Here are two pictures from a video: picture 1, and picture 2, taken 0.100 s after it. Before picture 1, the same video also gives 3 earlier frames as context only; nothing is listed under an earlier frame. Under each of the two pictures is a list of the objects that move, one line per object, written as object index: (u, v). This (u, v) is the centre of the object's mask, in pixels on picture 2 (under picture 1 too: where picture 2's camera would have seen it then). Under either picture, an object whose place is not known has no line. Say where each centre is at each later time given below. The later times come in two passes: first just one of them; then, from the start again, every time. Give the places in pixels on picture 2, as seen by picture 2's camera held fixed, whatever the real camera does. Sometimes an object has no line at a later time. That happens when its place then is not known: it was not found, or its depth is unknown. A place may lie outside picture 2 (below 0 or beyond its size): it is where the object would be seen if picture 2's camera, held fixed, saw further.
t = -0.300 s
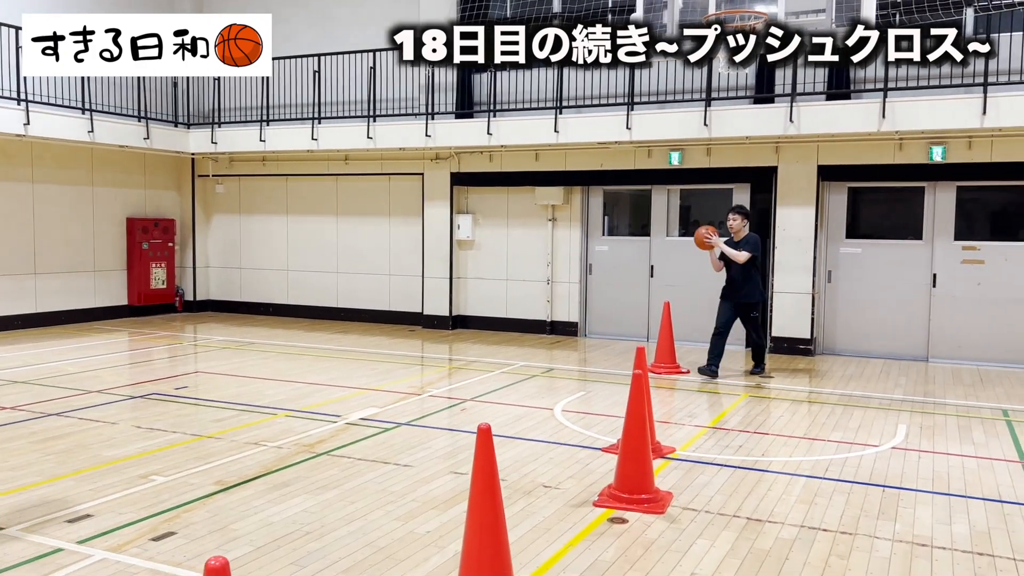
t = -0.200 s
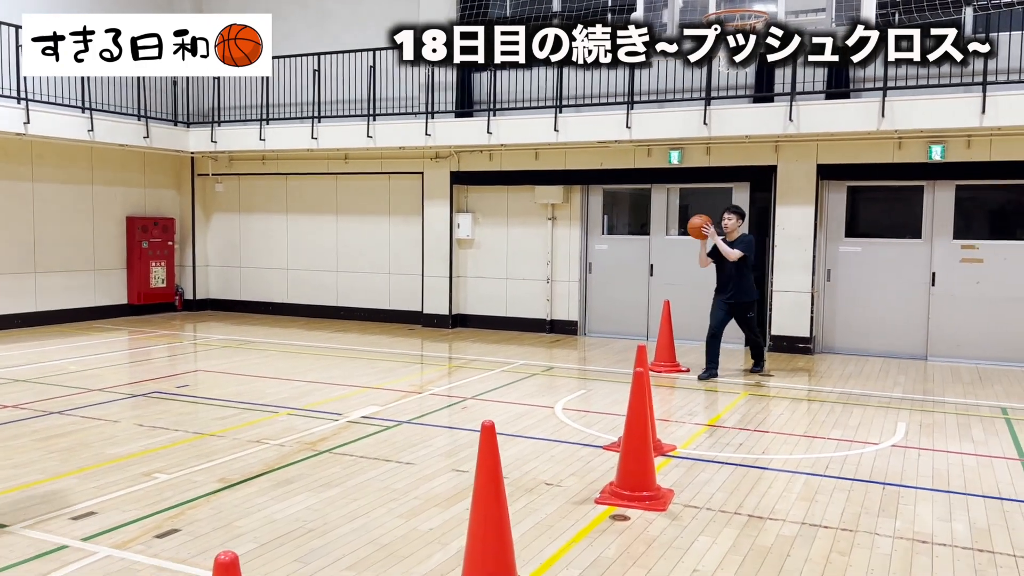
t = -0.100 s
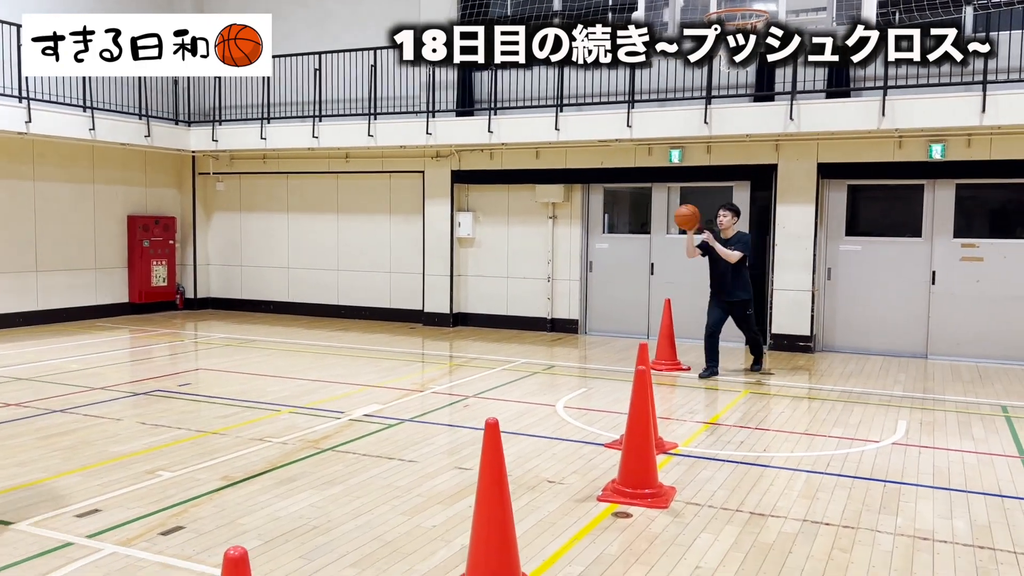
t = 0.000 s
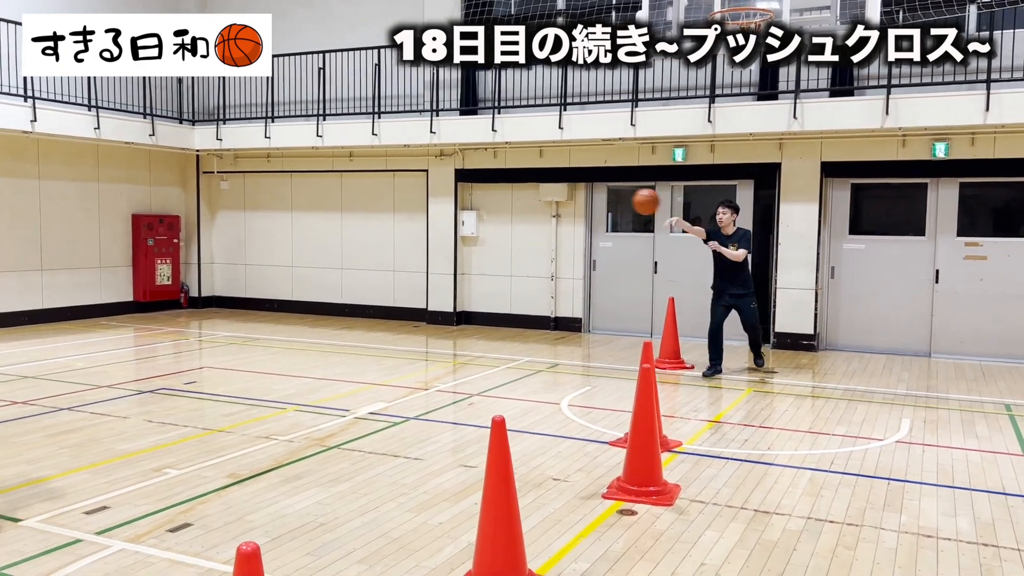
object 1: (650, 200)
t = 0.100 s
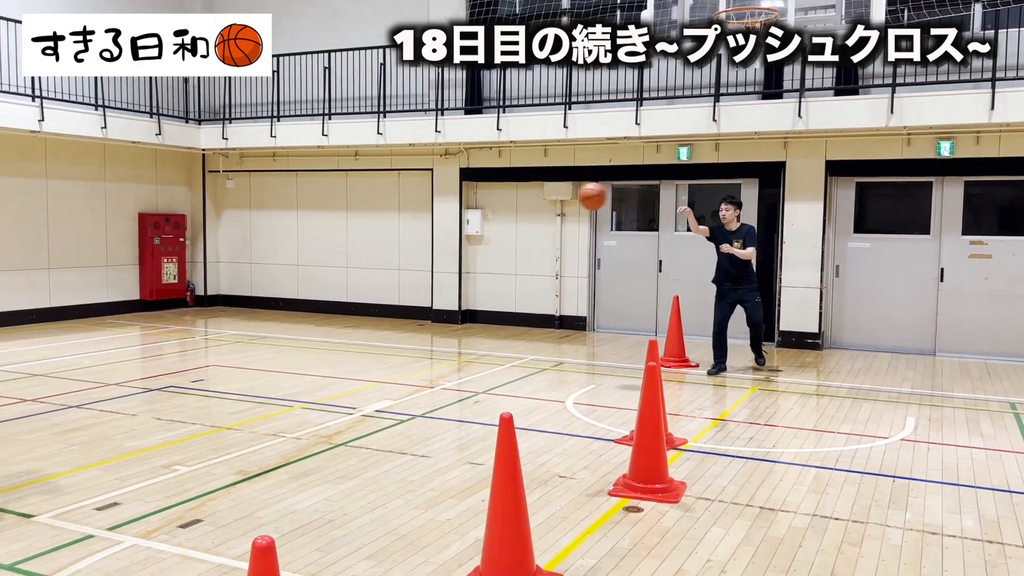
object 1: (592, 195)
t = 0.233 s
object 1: (507, 208)
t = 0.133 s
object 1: (572, 197)
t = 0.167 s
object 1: (552, 199)
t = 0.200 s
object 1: (529, 203)
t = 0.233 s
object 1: (507, 208)
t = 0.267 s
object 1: (484, 214)
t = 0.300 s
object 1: (458, 222)
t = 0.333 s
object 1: (433, 232)
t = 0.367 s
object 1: (408, 243)
